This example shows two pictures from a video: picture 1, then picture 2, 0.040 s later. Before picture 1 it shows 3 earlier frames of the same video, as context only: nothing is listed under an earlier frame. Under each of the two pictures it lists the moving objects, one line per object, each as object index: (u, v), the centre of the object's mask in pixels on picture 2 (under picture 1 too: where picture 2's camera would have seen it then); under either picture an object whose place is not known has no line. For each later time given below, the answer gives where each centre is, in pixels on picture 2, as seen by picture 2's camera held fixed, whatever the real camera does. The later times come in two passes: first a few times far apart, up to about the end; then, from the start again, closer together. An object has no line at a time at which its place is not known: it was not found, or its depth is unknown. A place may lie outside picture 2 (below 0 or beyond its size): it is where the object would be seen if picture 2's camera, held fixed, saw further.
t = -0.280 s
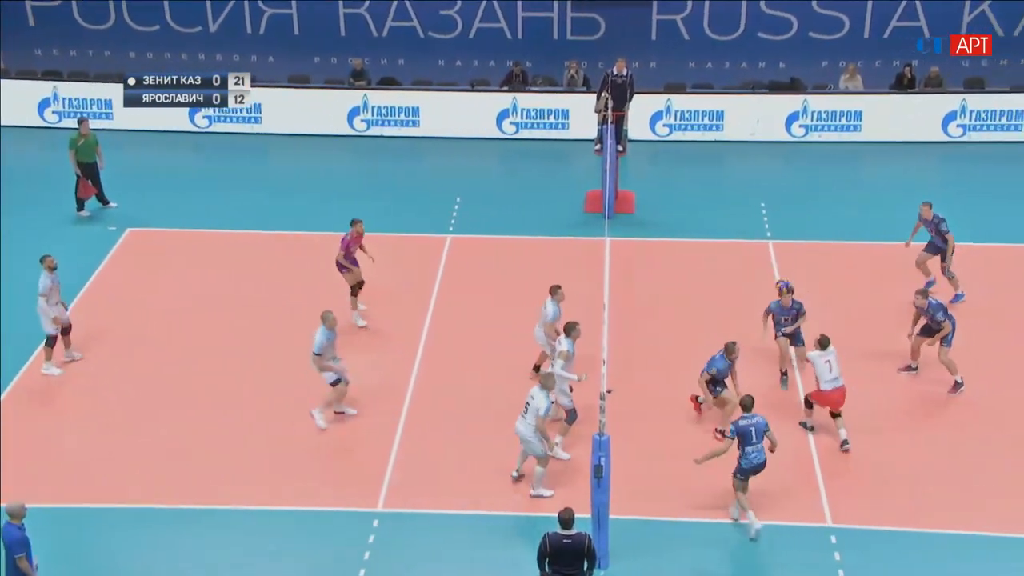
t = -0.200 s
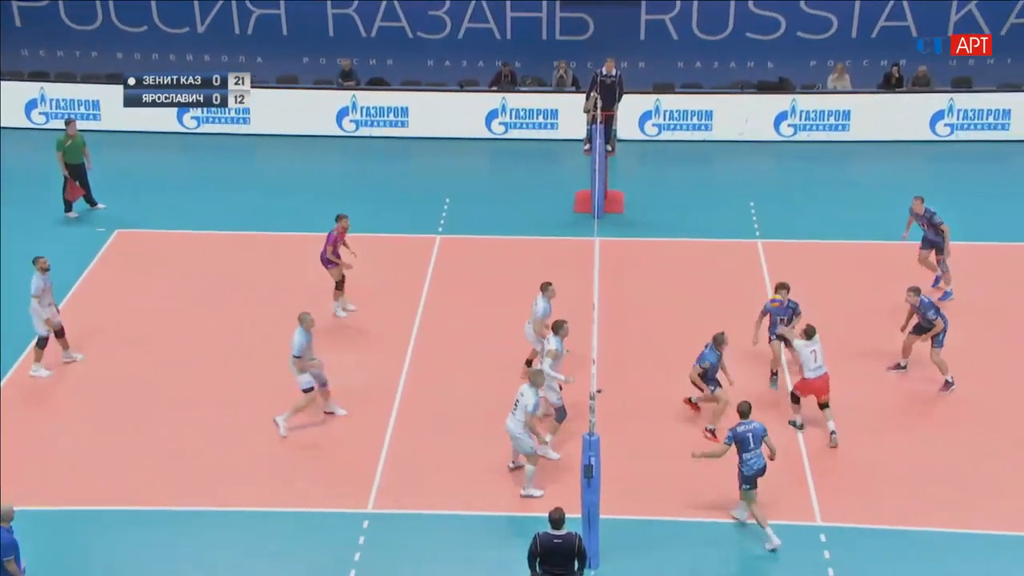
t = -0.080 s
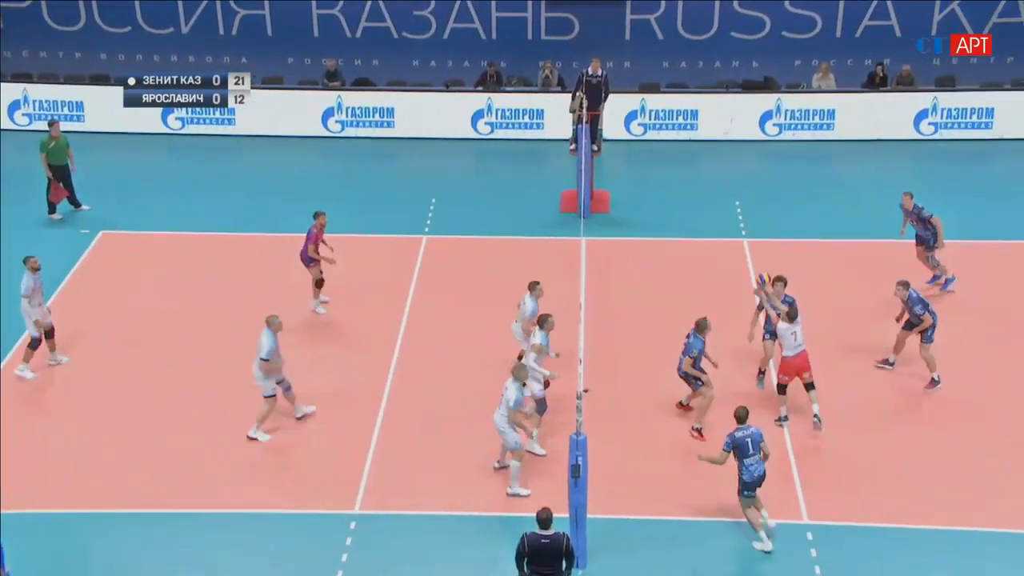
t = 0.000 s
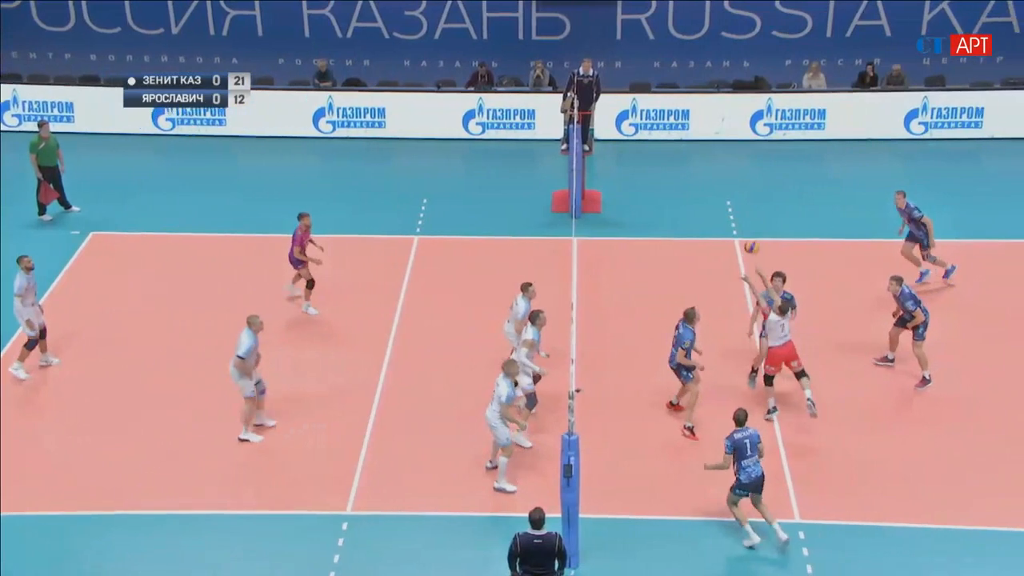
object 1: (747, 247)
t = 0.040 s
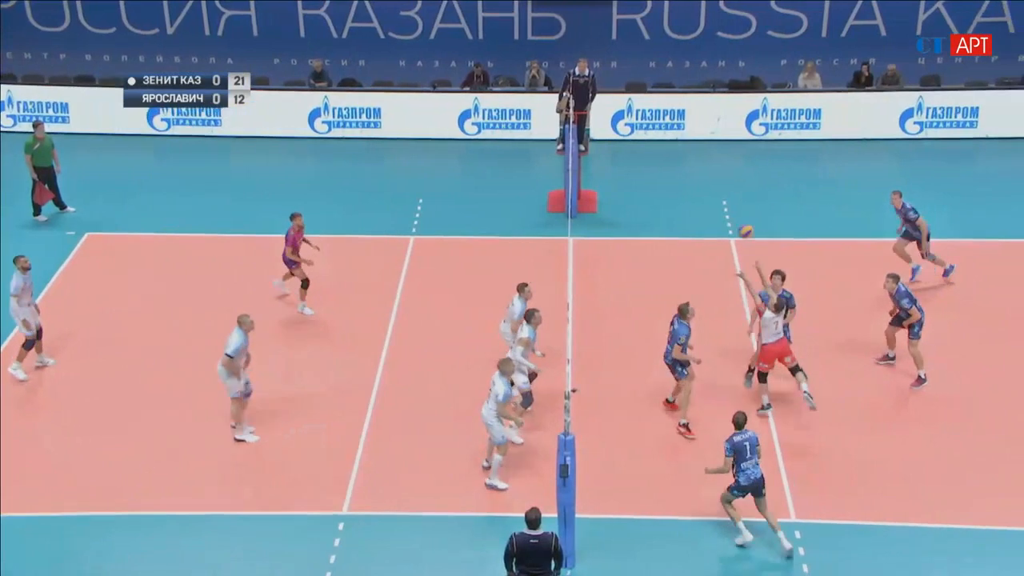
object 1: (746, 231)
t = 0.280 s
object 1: (735, 161)
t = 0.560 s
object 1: (721, 126)
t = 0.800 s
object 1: (704, 147)
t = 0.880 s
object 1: (701, 155)
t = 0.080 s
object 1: (744, 217)
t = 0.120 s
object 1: (742, 205)
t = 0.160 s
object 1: (740, 192)
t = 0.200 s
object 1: (739, 180)
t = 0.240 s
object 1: (737, 170)
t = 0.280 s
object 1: (735, 161)
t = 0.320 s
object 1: (733, 152)
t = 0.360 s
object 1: (731, 146)
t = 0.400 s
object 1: (730, 139)
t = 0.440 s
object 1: (727, 134)
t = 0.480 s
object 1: (725, 131)
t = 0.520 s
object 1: (723, 128)
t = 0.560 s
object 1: (721, 126)
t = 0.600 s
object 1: (719, 126)
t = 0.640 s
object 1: (716, 127)
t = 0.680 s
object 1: (714, 128)
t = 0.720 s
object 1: (708, 135)
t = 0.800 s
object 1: (704, 147)
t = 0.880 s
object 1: (701, 155)
